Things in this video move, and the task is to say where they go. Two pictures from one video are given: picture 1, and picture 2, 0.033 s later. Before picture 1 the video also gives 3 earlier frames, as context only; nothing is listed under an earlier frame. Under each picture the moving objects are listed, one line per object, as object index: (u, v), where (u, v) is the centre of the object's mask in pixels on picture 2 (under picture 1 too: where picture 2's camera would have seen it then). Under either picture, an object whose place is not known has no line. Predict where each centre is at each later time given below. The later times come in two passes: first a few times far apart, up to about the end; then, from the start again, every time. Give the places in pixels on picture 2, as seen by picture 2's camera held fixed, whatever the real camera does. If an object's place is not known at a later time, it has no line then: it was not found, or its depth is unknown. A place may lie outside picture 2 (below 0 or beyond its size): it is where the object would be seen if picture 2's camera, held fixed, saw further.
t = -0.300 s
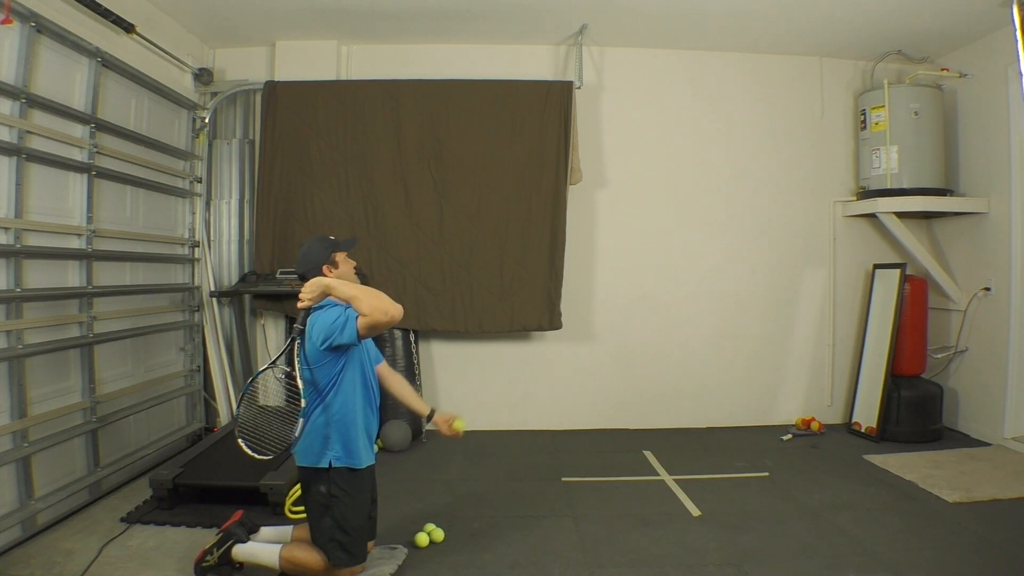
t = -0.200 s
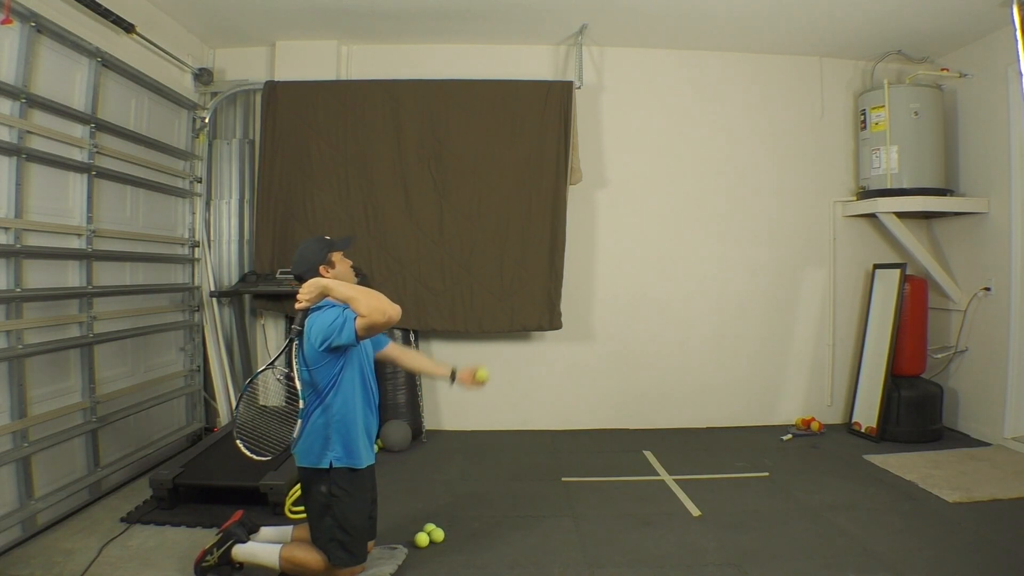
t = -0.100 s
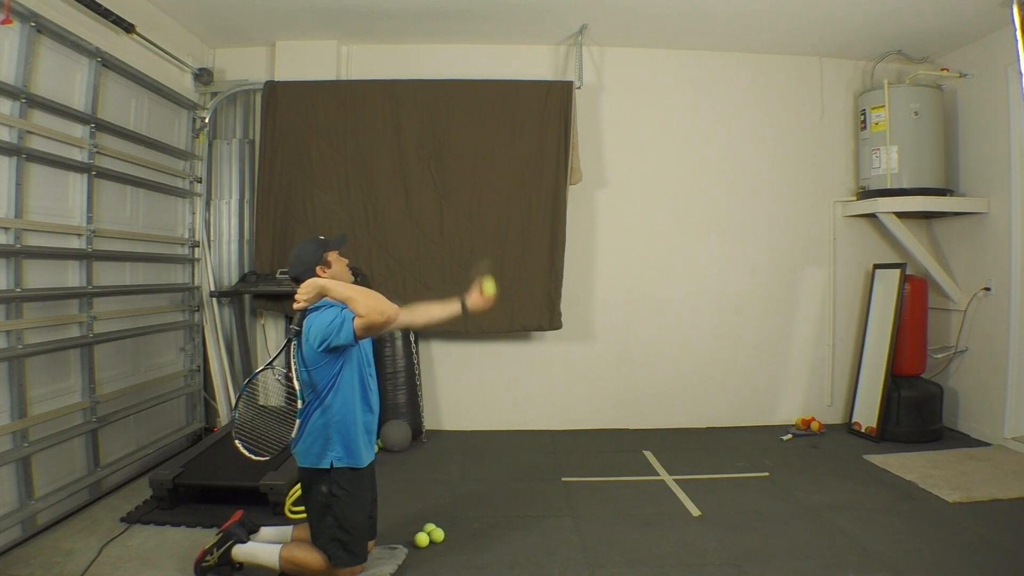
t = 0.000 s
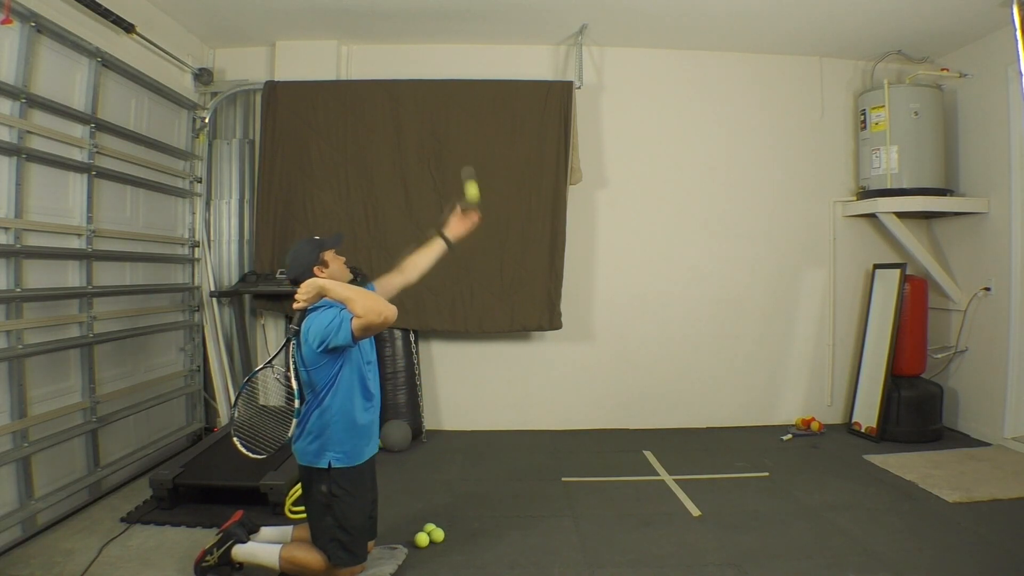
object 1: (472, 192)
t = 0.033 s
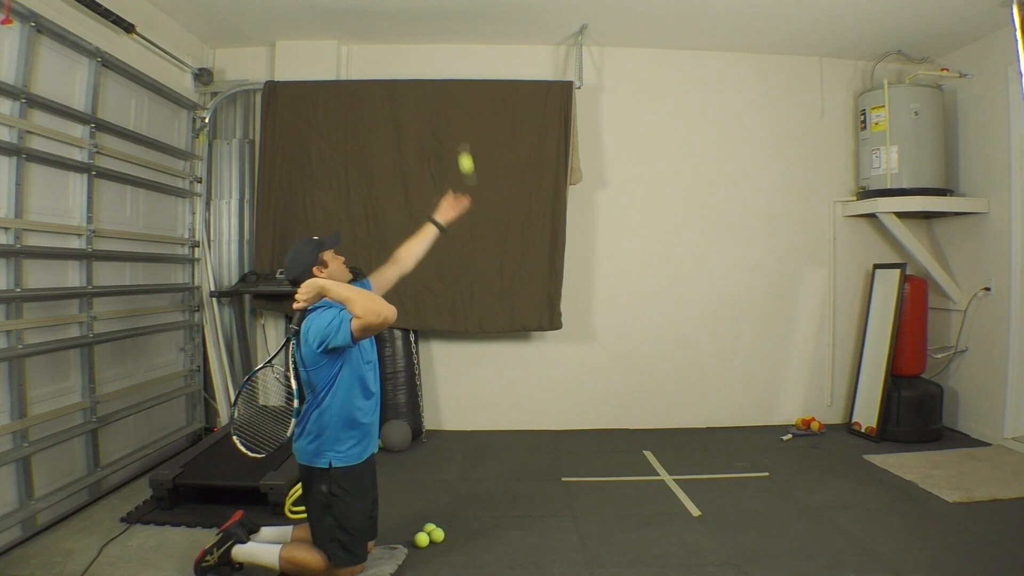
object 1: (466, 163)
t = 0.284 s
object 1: (420, 28)
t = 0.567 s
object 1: (363, 34)
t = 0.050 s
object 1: (463, 151)
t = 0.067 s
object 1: (460, 137)
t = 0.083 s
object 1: (457, 127)
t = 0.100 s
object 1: (454, 114)
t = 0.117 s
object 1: (451, 103)
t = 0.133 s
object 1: (448, 93)
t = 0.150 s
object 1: (445, 87)
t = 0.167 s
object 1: (442, 76)
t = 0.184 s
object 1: (440, 67)
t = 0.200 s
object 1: (436, 58)
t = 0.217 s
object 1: (432, 49)
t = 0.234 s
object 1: (429, 43)
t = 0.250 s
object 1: (426, 36)
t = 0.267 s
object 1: (423, 33)
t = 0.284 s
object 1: (420, 28)
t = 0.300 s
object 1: (417, 23)
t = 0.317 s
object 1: (414, 20)
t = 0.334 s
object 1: (411, 17)
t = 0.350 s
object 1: (407, 14)
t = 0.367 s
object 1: (404, 12)
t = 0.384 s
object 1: (401, 11)
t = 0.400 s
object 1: (398, 9)
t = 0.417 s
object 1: (394, 10)
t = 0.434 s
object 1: (391, 10)
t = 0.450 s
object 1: (387, 11)
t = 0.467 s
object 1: (384, 12)
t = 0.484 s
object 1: (380, 15)
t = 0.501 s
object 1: (377, 17)
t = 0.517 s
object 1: (373, 21)
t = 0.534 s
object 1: (370, 24)
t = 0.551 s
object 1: (366, 29)
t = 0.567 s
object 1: (363, 34)
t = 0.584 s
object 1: (359, 40)
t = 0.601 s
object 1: (355, 46)
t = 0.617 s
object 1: (351, 55)
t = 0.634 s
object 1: (347, 61)
